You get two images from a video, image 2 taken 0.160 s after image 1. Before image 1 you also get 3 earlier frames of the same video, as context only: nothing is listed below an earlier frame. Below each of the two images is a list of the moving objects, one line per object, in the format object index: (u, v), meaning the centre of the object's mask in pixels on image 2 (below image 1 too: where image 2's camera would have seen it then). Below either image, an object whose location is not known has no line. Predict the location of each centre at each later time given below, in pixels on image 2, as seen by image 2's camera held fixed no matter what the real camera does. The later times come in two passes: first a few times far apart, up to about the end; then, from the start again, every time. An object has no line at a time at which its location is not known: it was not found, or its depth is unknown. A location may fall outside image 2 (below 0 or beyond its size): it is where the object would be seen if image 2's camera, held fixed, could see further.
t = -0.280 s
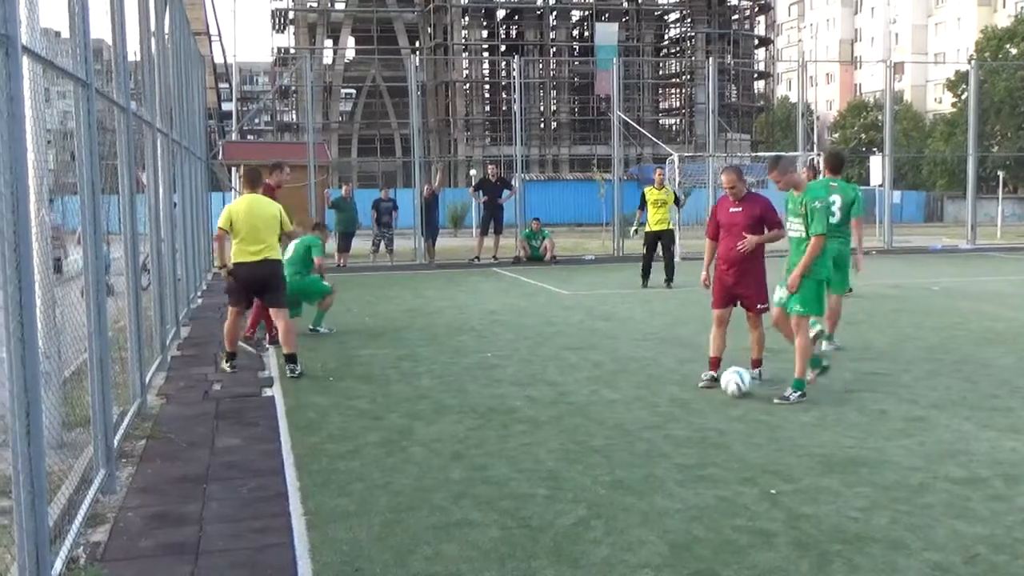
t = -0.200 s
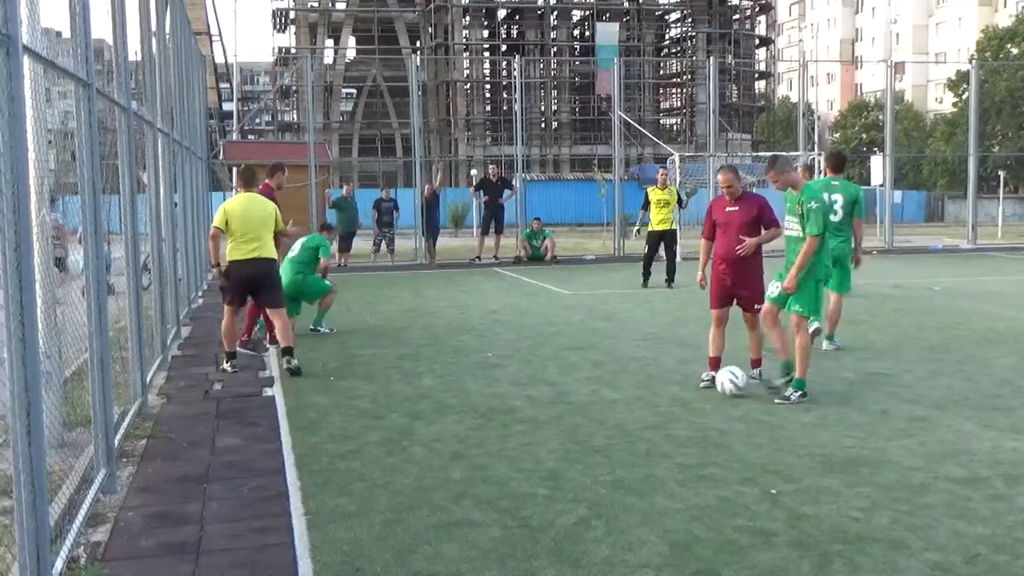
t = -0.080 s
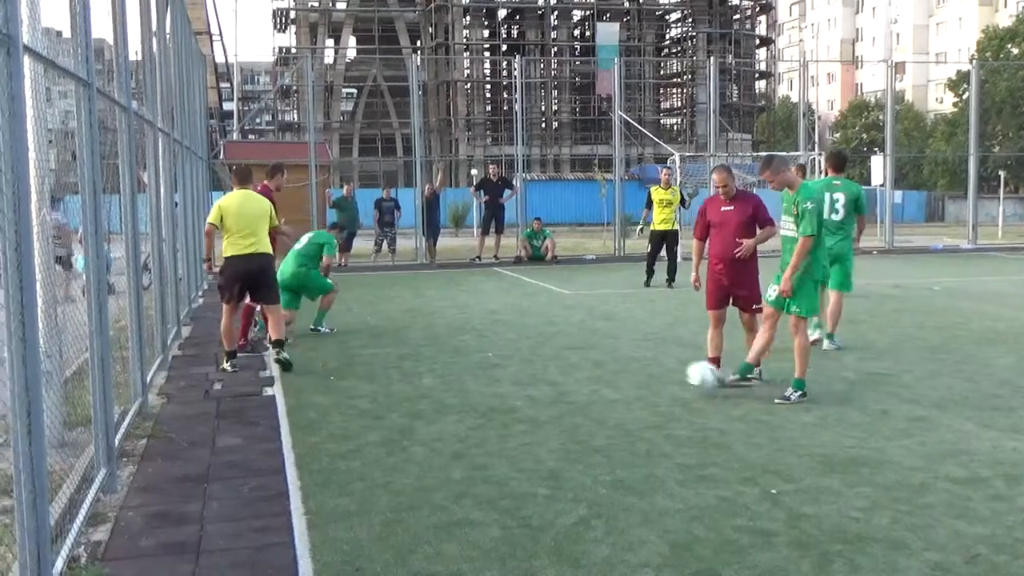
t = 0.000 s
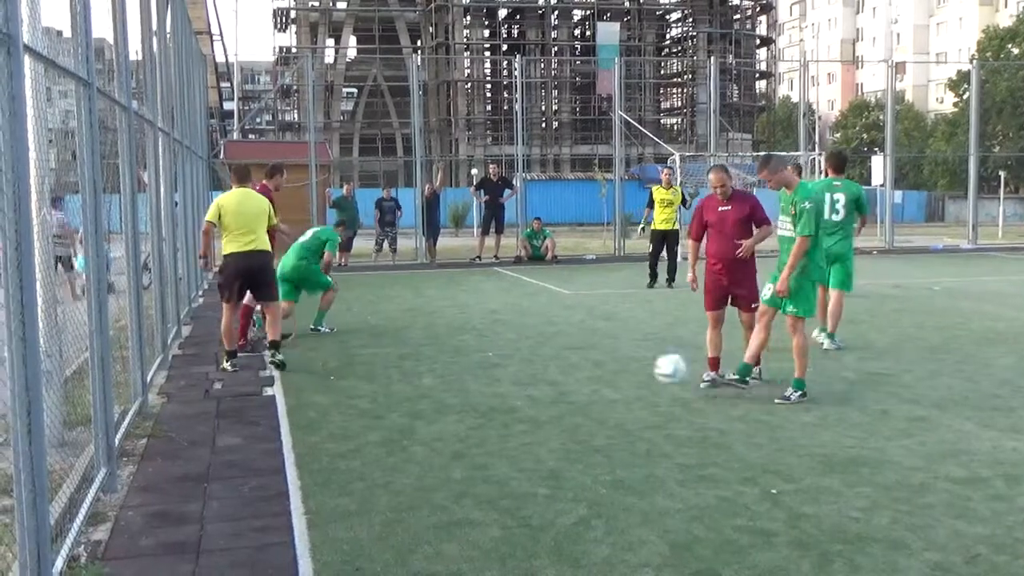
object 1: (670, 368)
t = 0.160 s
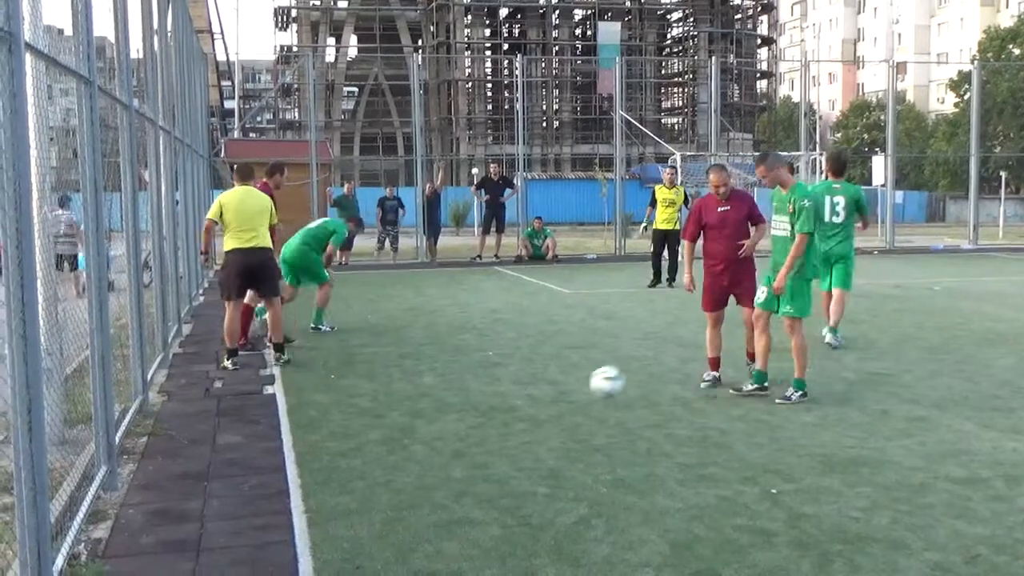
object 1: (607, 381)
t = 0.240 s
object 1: (578, 389)
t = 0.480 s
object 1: (520, 398)
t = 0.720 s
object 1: (458, 402)
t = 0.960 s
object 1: (397, 410)
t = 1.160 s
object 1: (345, 415)
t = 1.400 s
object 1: (283, 421)
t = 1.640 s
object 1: (220, 429)
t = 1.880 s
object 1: (157, 437)
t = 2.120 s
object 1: (170, 438)
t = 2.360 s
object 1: (197, 438)
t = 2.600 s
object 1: (219, 437)
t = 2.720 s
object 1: (230, 437)
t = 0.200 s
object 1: (590, 390)
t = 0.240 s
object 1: (578, 389)
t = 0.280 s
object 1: (568, 384)
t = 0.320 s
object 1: (558, 383)
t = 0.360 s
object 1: (548, 384)
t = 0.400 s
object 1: (538, 386)
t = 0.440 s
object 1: (528, 392)
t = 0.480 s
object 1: (520, 398)
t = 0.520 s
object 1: (509, 394)
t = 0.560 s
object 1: (499, 393)
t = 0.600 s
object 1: (489, 392)
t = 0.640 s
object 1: (478, 396)
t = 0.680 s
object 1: (468, 403)
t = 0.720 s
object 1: (458, 402)
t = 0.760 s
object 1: (447, 402)
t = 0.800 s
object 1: (437, 404)
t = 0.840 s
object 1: (427, 407)
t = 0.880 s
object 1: (418, 405)
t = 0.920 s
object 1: (408, 408)
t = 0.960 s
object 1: (397, 410)
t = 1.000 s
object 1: (388, 410)
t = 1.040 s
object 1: (376, 411)
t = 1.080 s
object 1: (366, 412)
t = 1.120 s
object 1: (356, 414)
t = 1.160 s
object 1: (345, 415)
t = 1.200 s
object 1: (335, 417)
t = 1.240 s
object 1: (324, 417)
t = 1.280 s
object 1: (314, 418)
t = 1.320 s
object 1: (304, 419)
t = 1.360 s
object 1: (293, 421)
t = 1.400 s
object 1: (283, 421)
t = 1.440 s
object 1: (272, 421)
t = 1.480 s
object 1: (262, 424)
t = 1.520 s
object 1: (251, 425)
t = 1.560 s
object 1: (241, 426)
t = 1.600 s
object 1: (230, 428)
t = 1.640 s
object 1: (220, 429)
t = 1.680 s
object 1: (209, 430)
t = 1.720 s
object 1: (200, 430)
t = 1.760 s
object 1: (189, 432)
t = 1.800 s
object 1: (179, 434)
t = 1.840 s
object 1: (168, 435)
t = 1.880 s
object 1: (157, 437)
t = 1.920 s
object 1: (146, 438)
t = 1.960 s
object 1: (147, 437)
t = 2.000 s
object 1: (154, 438)
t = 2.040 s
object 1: (160, 439)
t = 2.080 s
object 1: (166, 438)
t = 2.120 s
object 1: (170, 438)
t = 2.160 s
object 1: (175, 438)
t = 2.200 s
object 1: (179, 438)
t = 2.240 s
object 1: (184, 438)
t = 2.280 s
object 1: (188, 438)
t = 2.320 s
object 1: (192, 438)
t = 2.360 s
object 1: (197, 438)
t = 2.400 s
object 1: (200, 438)
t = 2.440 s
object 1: (204, 438)
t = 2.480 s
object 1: (208, 437)
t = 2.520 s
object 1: (211, 437)
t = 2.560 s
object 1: (215, 437)
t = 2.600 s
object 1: (219, 437)
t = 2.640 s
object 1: (222, 437)
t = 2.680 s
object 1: (226, 437)
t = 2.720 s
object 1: (230, 437)
